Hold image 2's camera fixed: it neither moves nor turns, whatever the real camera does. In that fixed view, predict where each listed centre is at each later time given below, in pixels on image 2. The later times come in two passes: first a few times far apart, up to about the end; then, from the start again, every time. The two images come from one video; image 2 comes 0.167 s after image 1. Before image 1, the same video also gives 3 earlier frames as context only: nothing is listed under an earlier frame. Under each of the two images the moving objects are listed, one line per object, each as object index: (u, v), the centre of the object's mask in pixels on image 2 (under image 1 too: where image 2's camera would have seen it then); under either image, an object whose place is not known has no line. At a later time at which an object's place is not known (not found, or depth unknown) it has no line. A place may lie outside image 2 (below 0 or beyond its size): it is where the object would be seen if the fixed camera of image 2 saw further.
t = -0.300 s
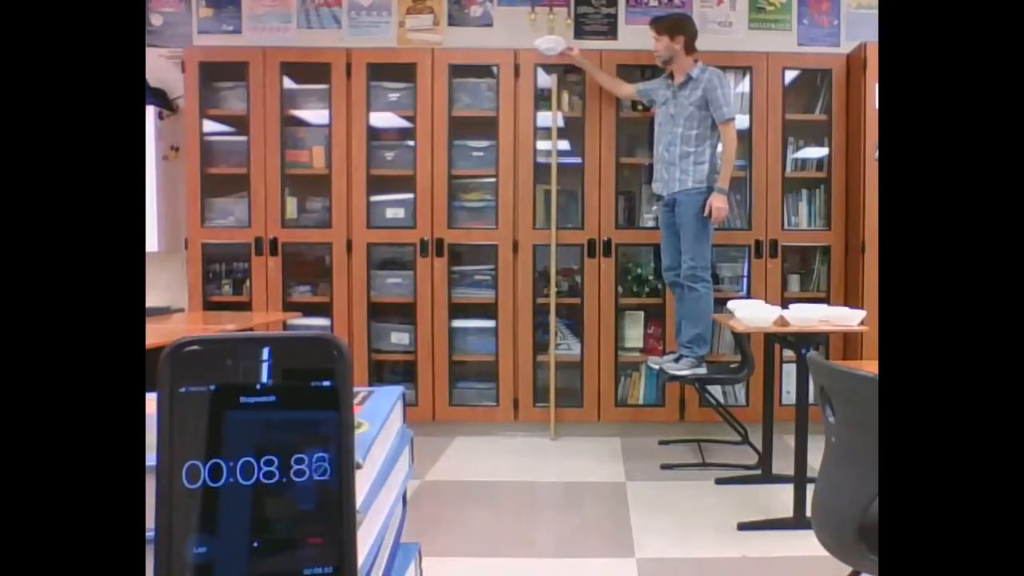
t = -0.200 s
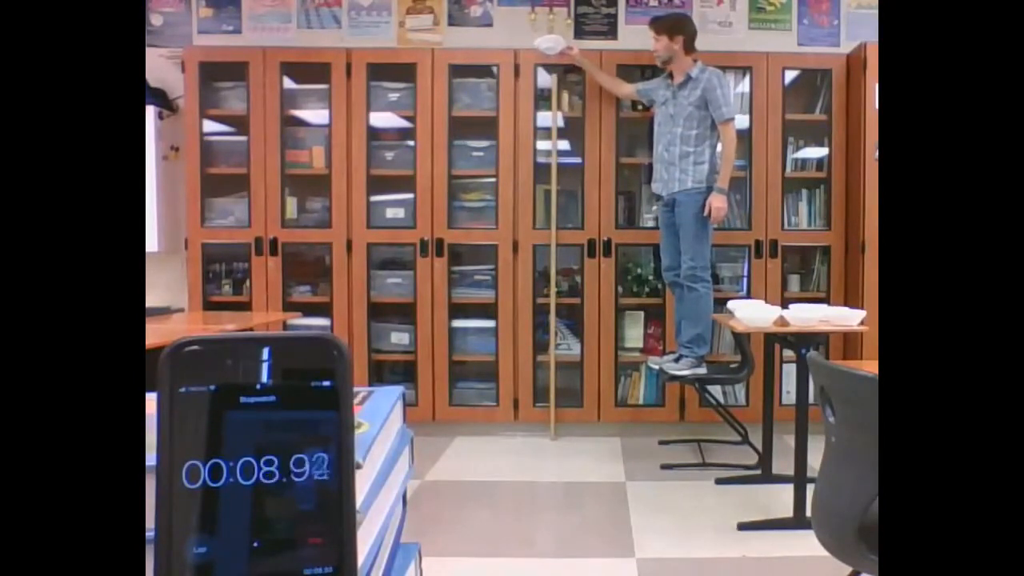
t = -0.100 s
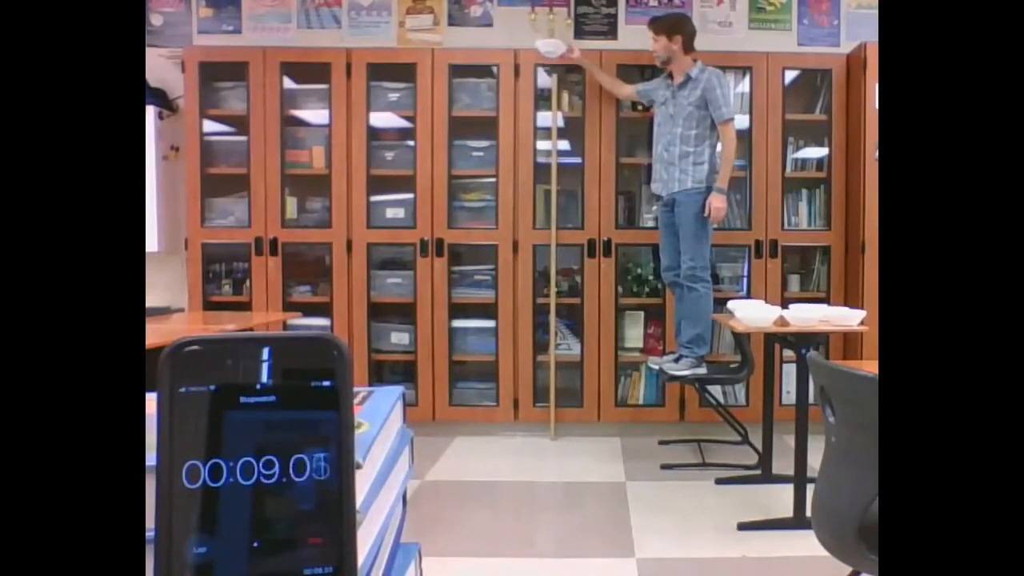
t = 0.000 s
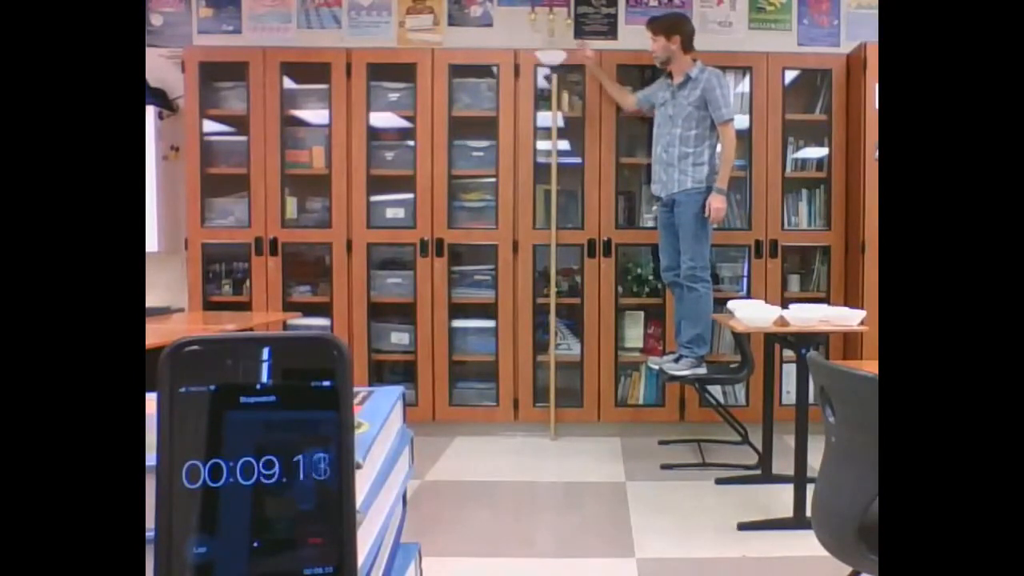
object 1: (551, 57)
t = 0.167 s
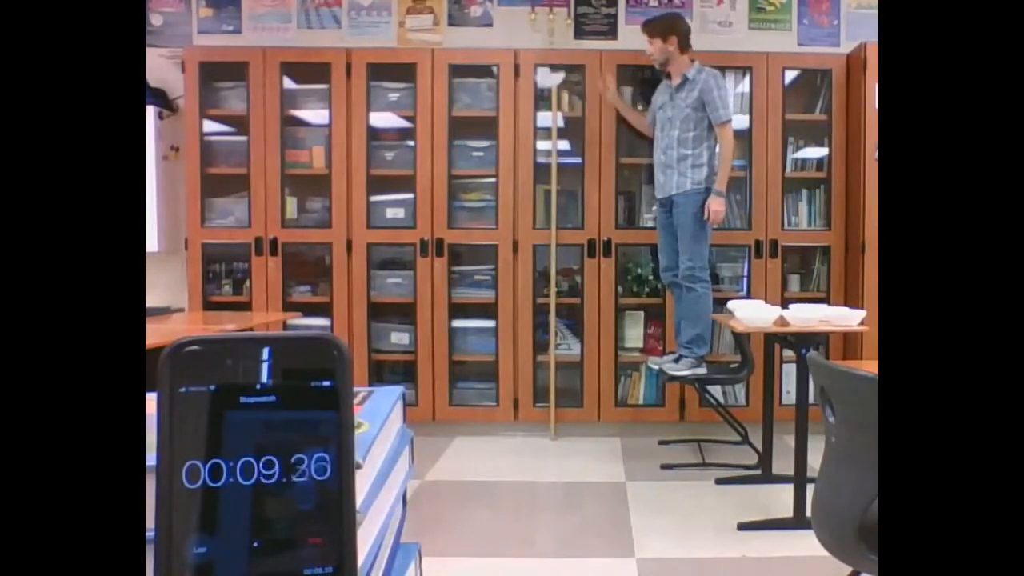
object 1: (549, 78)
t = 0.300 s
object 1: (548, 101)
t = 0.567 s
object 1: (544, 152)
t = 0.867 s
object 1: (546, 220)
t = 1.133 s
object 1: (543, 281)
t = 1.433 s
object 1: (538, 347)
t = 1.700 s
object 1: (536, 405)
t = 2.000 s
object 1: (533, 441)
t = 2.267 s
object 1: (533, 441)
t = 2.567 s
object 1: (533, 441)
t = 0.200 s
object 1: (549, 82)
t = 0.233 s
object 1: (549, 89)
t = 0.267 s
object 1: (548, 95)
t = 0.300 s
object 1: (548, 101)
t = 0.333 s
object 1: (547, 108)
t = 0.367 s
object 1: (546, 114)
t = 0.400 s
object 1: (546, 119)
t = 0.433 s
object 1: (544, 123)
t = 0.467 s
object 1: (545, 132)
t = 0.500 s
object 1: (545, 139)
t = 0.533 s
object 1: (544, 145)
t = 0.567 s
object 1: (544, 152)
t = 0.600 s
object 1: (545, 160)
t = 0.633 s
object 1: (545, 166)
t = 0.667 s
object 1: (546, 174)
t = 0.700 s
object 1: (545, 183)
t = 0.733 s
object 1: (545, 190)
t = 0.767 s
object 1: (545, 198)
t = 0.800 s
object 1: (546, 205)
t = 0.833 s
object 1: (546, 213)
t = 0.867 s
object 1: (546, 220)
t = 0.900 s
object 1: (546, 228)
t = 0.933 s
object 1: (546, 235)
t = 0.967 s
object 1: (546, 243)
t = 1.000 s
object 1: (545, 251)
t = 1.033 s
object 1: (545, 259)
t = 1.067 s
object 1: (544, 266)
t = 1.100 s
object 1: (543, 274)
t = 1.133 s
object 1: (543, 281)
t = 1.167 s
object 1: (542, 289)
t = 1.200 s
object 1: (541, 296)
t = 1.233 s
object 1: (541, 303)
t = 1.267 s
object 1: (539, 311)
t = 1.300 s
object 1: (540, 318)
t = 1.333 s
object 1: (539, 325)
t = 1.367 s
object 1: (539, 332)
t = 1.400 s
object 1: (538, 340)
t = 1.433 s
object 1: (538, 347)
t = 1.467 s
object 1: (538, 354)
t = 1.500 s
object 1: (538, 362)
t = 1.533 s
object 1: (538, 369)
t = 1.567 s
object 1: (538, 377)
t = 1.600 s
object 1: (538, 384)
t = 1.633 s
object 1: (537, 391)
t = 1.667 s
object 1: (537, 398)
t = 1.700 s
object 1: (536, 405)
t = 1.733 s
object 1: (536, 412)
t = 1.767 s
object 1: (535, 419)
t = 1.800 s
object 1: (534, 426)
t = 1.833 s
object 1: (534, 434)
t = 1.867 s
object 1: (534, 439)
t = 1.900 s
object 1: (533, 441)
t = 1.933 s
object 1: (533, 441)
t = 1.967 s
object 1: (533, 441)
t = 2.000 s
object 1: (533, 441)
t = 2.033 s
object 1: (533, 441)
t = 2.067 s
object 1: (533, 441)
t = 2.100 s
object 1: (533, 441)
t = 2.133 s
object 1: (533, 441)
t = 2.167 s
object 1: (533, 441)
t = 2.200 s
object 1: (533, 441)
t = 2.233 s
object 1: (533, 441)
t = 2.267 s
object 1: (533, 441)
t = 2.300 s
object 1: (533, 441)
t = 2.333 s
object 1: (533, 441)
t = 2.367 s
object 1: (533, 441)
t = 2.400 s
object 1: (533, 441)
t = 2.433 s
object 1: (533, 441)
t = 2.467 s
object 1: (533, 441)
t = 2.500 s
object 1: (533, 441)
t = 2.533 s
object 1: (533, 441)
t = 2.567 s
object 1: (533, 441)
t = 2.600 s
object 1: (533, 441)
